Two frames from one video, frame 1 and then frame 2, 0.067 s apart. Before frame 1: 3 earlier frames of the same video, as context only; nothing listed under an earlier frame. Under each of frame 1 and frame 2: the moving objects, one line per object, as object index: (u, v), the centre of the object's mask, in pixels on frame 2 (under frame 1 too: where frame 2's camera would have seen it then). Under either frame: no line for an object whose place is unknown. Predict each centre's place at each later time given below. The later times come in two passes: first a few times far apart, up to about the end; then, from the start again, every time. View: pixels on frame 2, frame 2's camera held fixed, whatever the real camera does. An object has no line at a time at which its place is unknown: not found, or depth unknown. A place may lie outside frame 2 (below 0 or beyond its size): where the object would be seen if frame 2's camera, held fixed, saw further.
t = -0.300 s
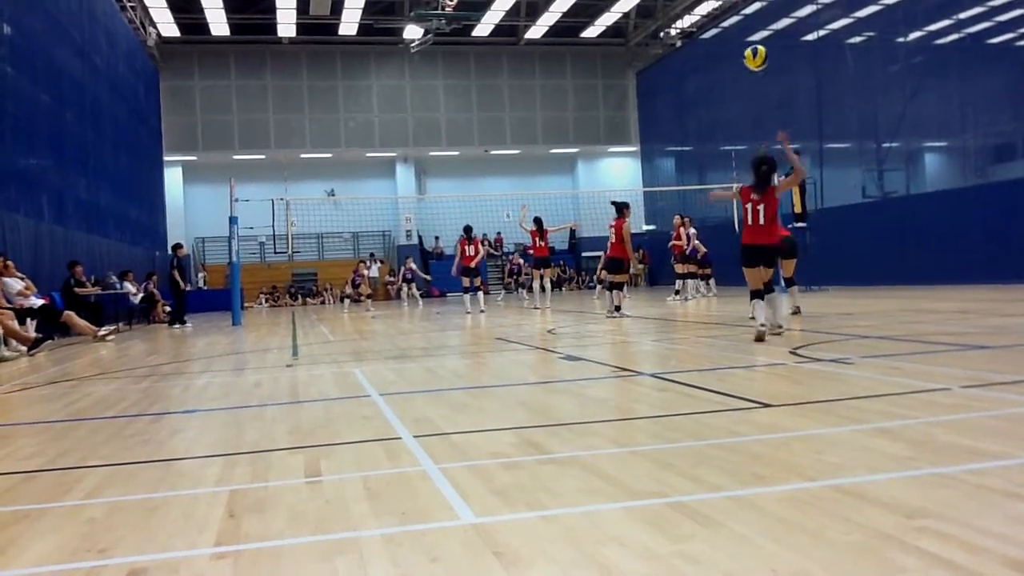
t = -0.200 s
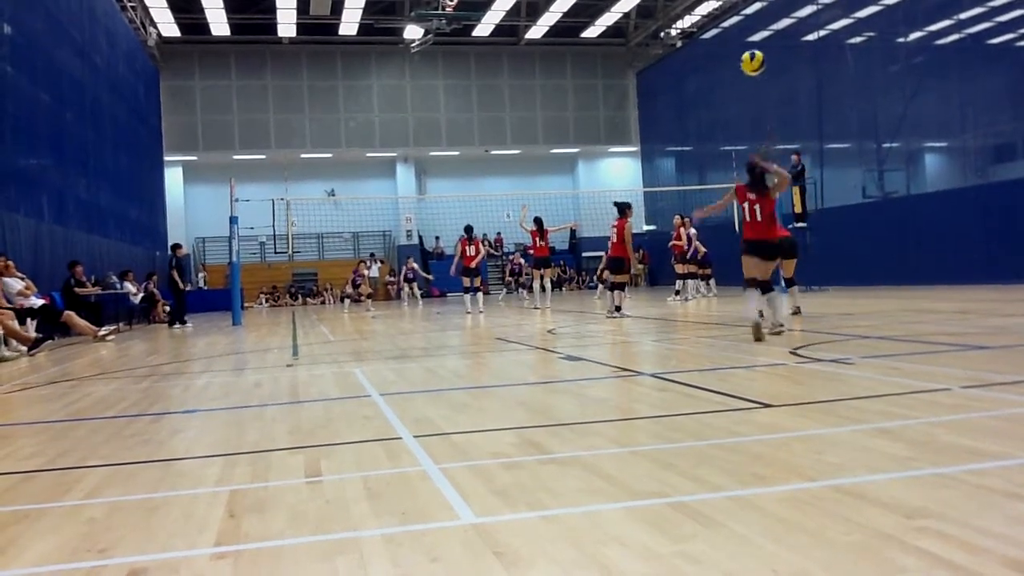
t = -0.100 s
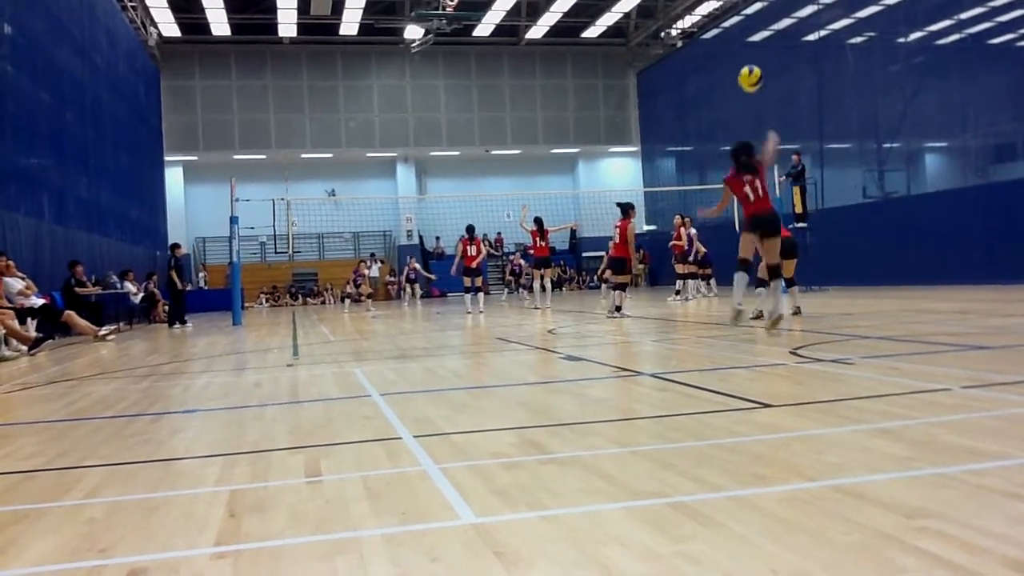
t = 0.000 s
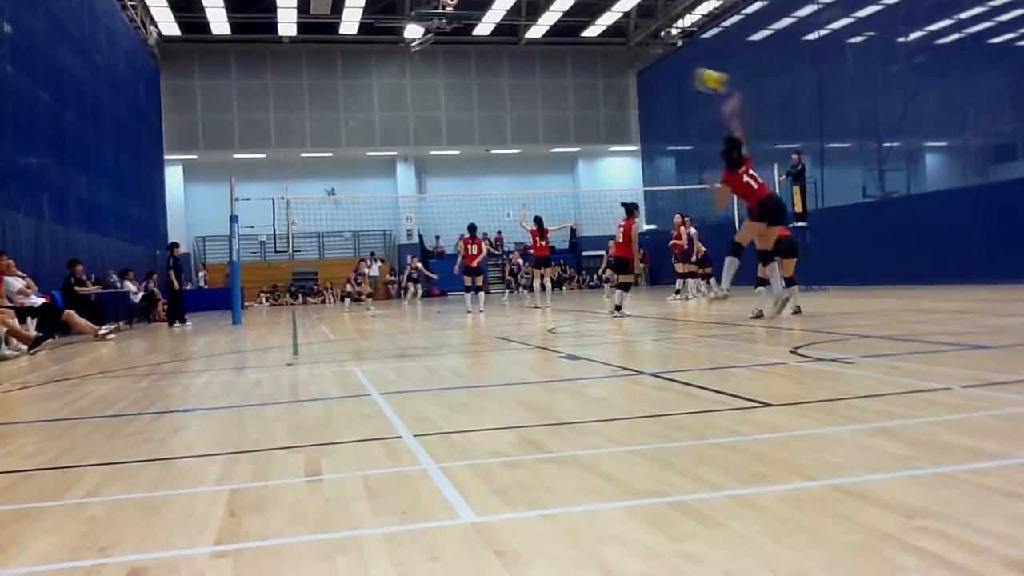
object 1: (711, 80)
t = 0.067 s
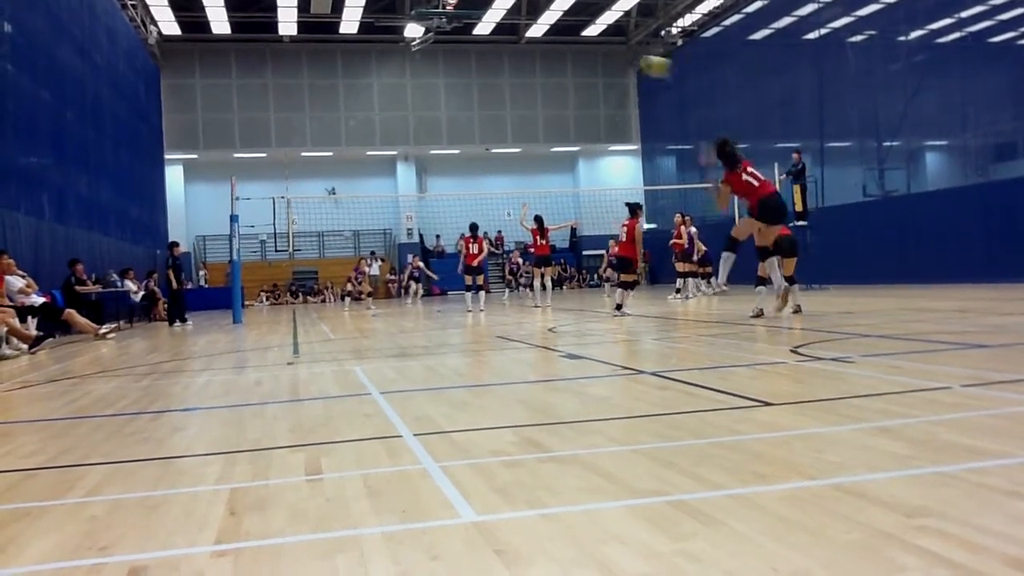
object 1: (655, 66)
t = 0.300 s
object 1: (520, 61)
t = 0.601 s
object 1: (421, 107)
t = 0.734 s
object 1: (391, 137)
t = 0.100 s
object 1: (633, 61)
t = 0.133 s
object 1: (608, 58)
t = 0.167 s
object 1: (587, 58)
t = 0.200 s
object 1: (568, 58)
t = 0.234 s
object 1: (550, 59)
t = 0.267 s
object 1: (535, 60)
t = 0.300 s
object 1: (520, 61)
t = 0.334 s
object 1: (507, 65)
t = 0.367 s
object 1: (494, 68)
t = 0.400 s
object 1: (481, 72)
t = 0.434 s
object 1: (468, 76)
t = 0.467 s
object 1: (457, 82)
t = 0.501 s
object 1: (446, 88)
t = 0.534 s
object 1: (438, 95)
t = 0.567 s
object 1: (429, 101)
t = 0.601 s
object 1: (421, 107)
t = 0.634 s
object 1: (414, 114)
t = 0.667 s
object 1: (406, 121)
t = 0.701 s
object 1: (398, 130)
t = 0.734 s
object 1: (391, 137)
